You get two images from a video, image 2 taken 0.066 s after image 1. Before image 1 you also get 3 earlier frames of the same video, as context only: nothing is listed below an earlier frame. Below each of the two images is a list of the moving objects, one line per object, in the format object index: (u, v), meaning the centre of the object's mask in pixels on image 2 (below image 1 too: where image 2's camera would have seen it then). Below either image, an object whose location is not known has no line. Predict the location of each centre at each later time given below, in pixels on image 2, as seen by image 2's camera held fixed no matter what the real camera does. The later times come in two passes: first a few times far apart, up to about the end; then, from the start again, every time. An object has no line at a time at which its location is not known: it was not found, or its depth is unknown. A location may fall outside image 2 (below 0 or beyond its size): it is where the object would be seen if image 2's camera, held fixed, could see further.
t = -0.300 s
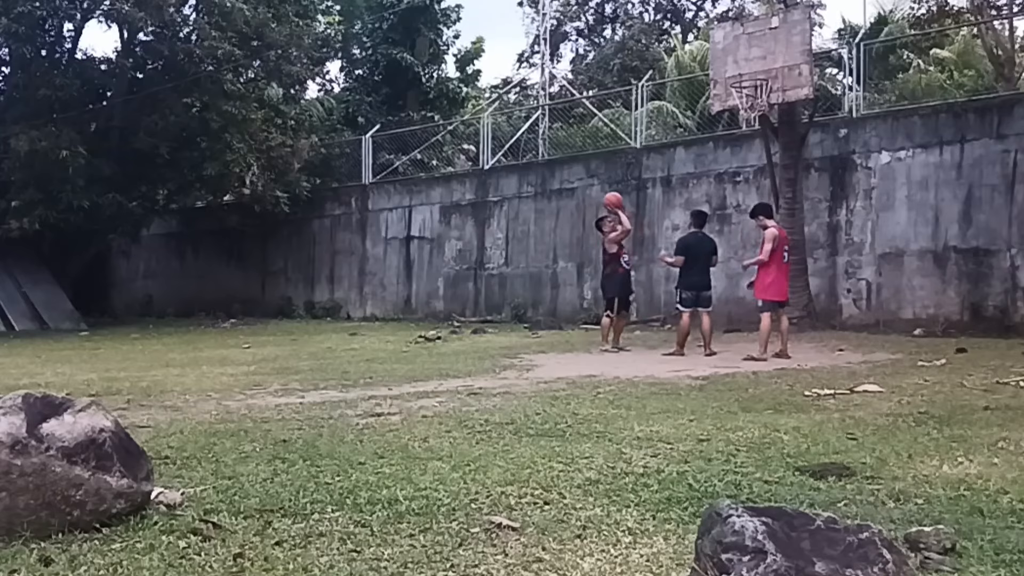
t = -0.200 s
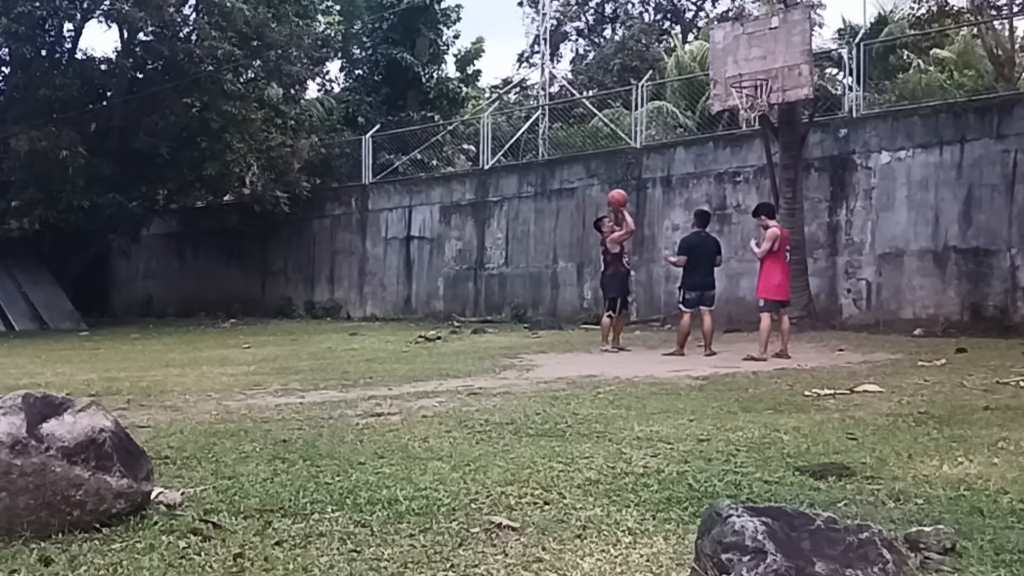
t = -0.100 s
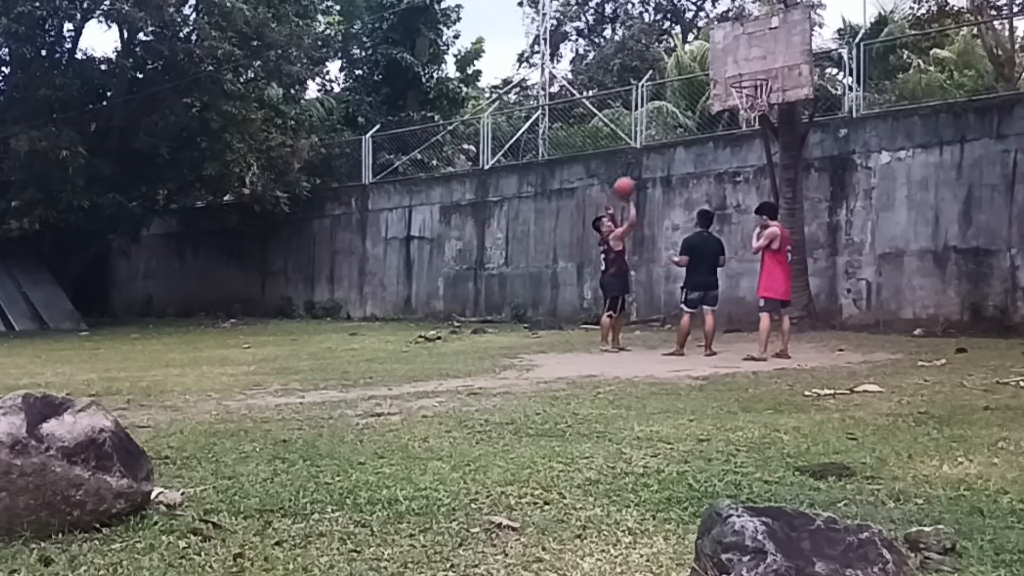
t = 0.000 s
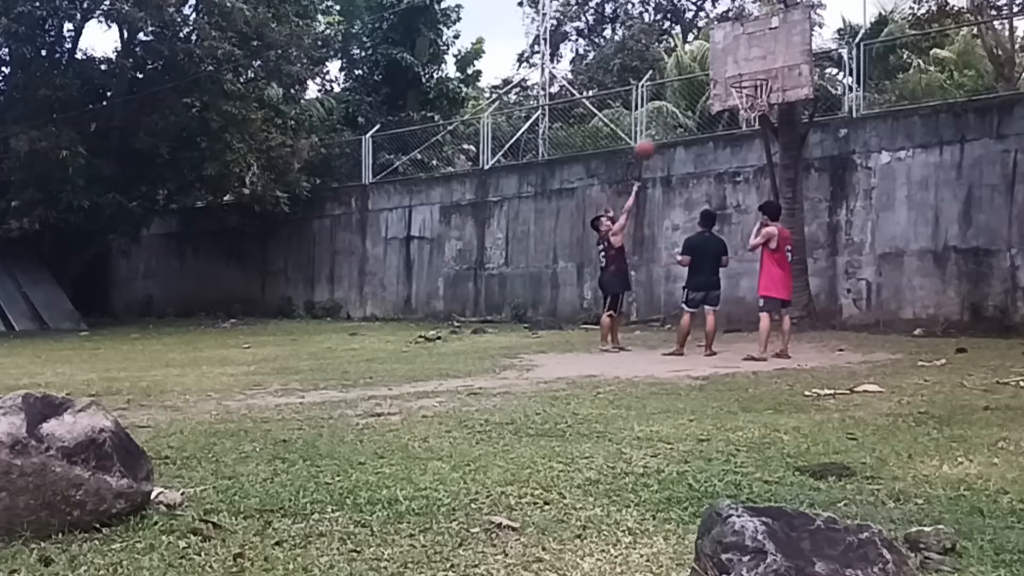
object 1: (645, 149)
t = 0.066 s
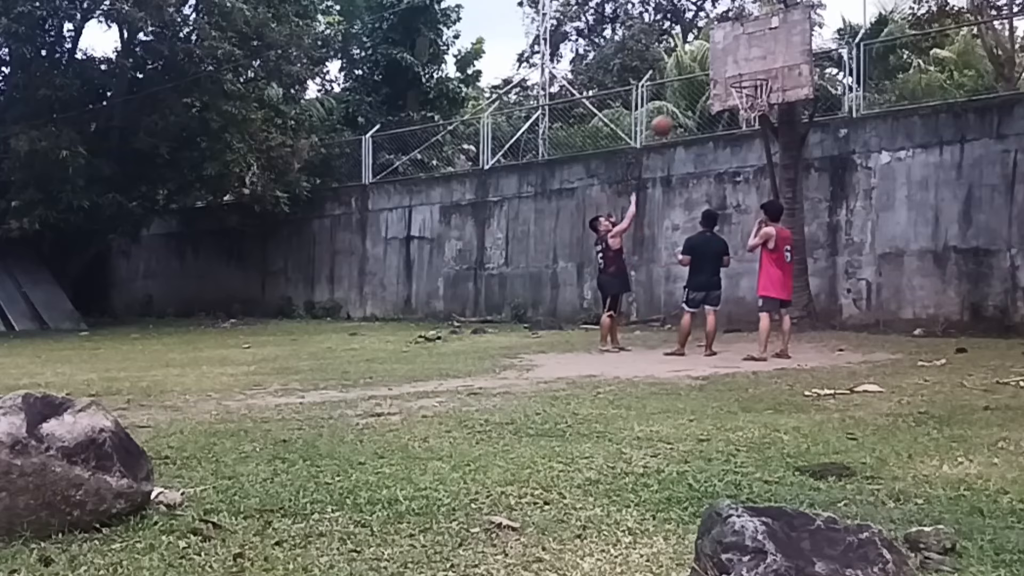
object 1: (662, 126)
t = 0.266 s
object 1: (708, 80)
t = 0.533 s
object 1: (743, 74)
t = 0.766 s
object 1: (757, 110)
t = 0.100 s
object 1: (669, 117)
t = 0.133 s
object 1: (677, 107)
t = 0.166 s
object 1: (684, 99)
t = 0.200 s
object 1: (693, 91)
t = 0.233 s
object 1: (700, 85)
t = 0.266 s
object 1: (708, 80)
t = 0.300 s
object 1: (716, 75)
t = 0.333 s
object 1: (724, 72)
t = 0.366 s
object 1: (733, 71)
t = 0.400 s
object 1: (737, 69)
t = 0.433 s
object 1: (738, 69)
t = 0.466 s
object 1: (740, 70)
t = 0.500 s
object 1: (741, 71)
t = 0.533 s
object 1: (743, 74)
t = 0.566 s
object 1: (745, 78)
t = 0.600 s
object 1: (746, 86)
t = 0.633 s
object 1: (747, 89)
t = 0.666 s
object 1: (749, 92)
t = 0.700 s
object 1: (749, 99)
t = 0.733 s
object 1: (750, 105)
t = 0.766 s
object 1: (757, 110)
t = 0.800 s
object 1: (757, 119)
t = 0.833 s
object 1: (761, 130)
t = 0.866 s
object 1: (762, 140)
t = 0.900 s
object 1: (763, 150)
